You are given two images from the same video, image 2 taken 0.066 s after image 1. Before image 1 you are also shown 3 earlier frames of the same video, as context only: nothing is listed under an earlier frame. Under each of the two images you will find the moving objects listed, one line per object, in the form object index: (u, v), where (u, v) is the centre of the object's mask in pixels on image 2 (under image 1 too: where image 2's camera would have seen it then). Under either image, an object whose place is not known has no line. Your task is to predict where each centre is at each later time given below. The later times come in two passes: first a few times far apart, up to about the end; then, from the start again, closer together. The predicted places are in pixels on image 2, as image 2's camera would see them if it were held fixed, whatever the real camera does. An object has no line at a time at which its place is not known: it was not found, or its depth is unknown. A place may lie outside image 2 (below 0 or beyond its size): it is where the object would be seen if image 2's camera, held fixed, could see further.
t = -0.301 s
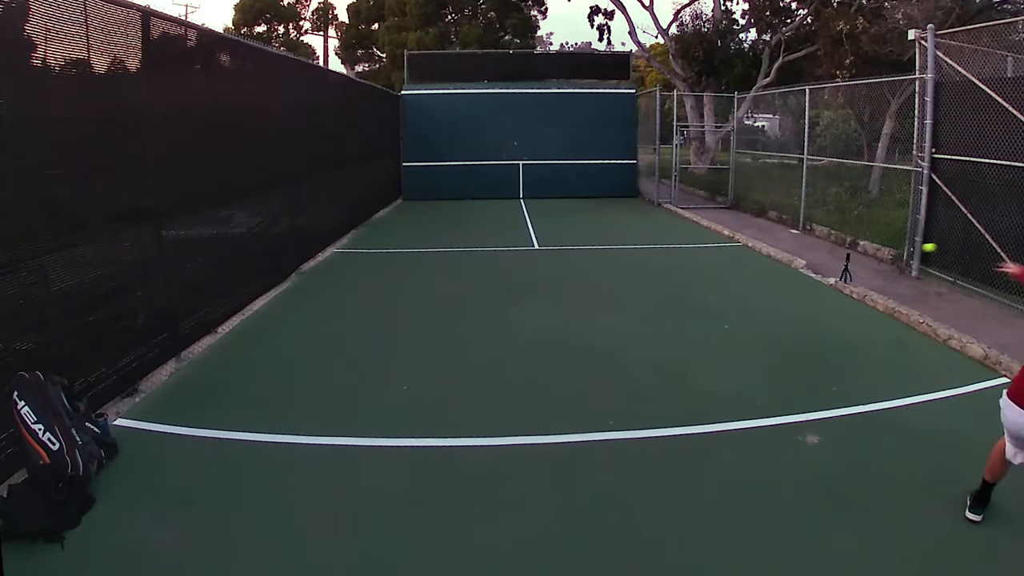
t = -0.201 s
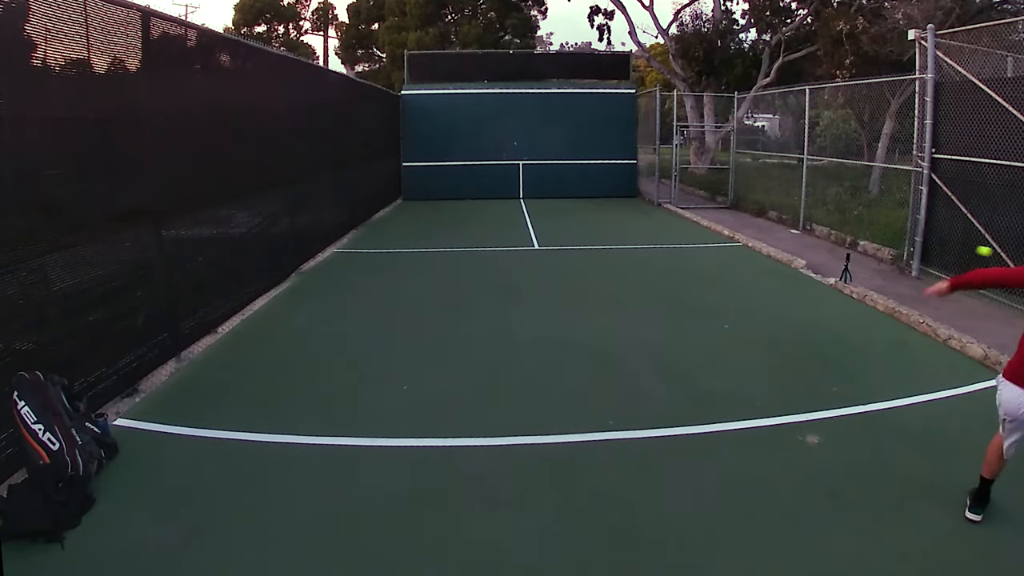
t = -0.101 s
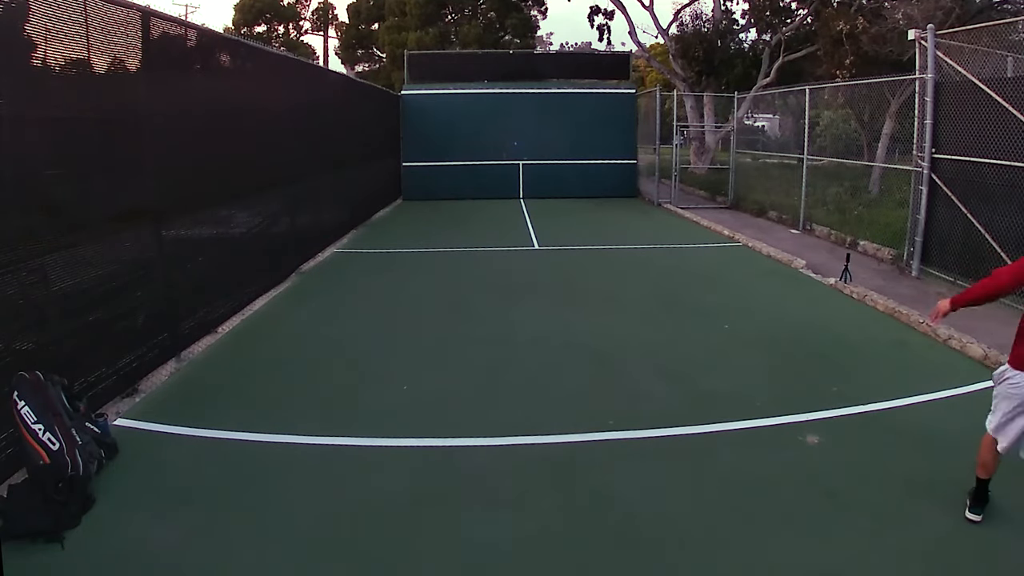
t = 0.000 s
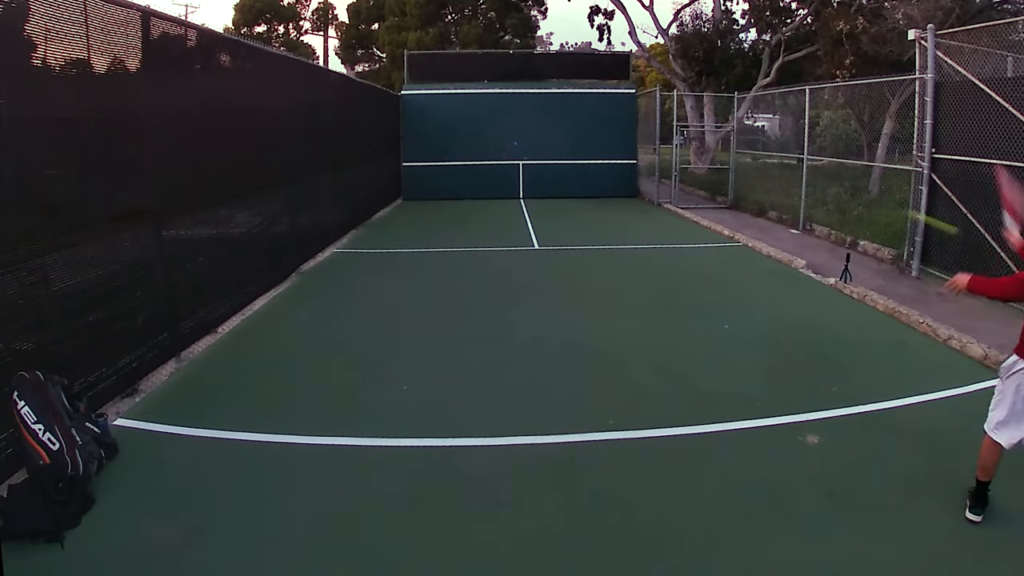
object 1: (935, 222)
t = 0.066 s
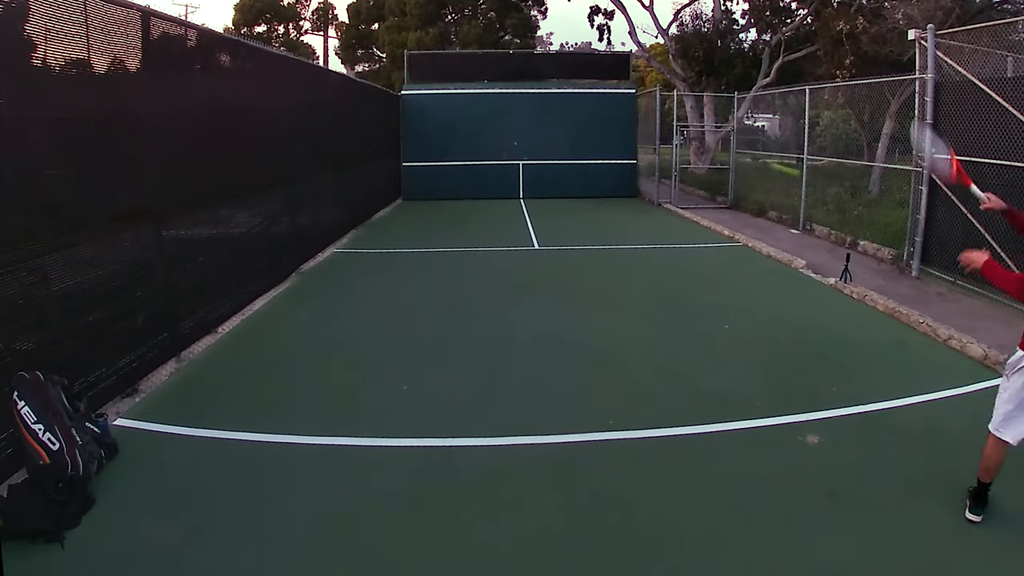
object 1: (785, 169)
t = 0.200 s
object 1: (643, 135)
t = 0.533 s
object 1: (546, 129)
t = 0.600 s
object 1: (544, 122)
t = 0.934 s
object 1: (525, 111)
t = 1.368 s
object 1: (455, 251)
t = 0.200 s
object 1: (643, 135)
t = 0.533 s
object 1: (546, 129)
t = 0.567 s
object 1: (545, 125)
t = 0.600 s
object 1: (544, 122)
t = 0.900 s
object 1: (528, 110)
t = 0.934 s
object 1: (525, 111)
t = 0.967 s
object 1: (522, 113)
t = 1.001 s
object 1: (519, 116)
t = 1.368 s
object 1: (455, 251)
